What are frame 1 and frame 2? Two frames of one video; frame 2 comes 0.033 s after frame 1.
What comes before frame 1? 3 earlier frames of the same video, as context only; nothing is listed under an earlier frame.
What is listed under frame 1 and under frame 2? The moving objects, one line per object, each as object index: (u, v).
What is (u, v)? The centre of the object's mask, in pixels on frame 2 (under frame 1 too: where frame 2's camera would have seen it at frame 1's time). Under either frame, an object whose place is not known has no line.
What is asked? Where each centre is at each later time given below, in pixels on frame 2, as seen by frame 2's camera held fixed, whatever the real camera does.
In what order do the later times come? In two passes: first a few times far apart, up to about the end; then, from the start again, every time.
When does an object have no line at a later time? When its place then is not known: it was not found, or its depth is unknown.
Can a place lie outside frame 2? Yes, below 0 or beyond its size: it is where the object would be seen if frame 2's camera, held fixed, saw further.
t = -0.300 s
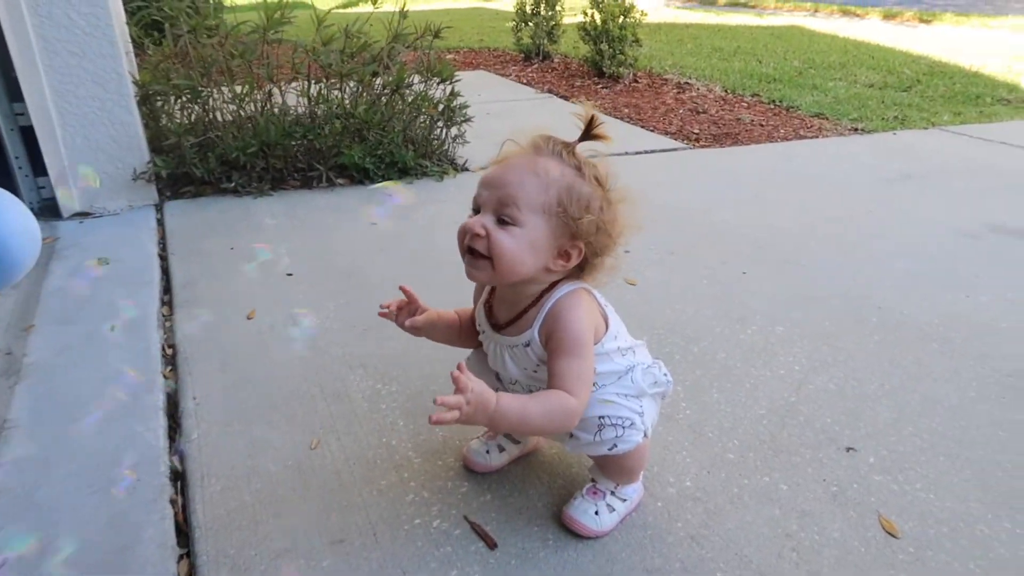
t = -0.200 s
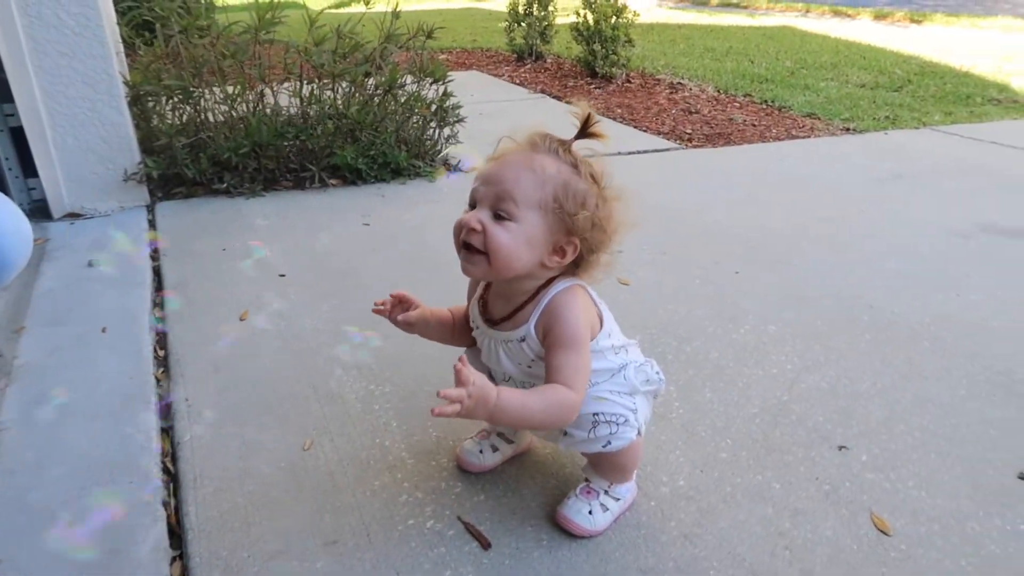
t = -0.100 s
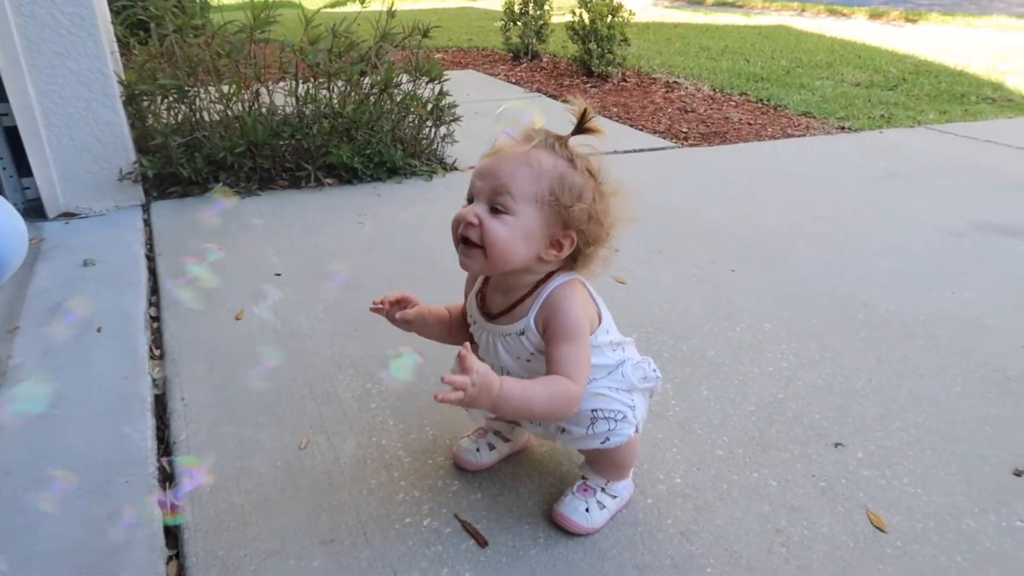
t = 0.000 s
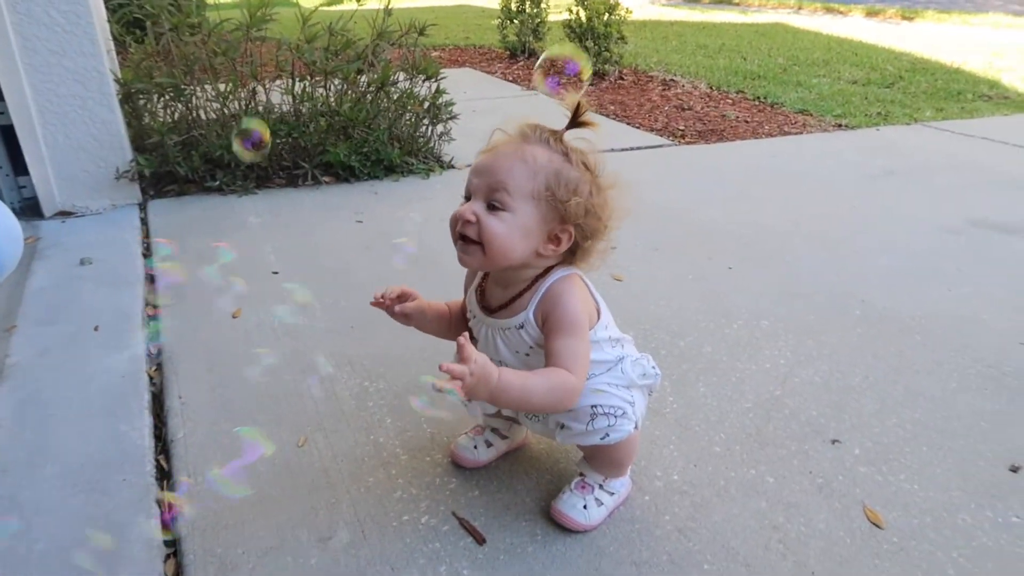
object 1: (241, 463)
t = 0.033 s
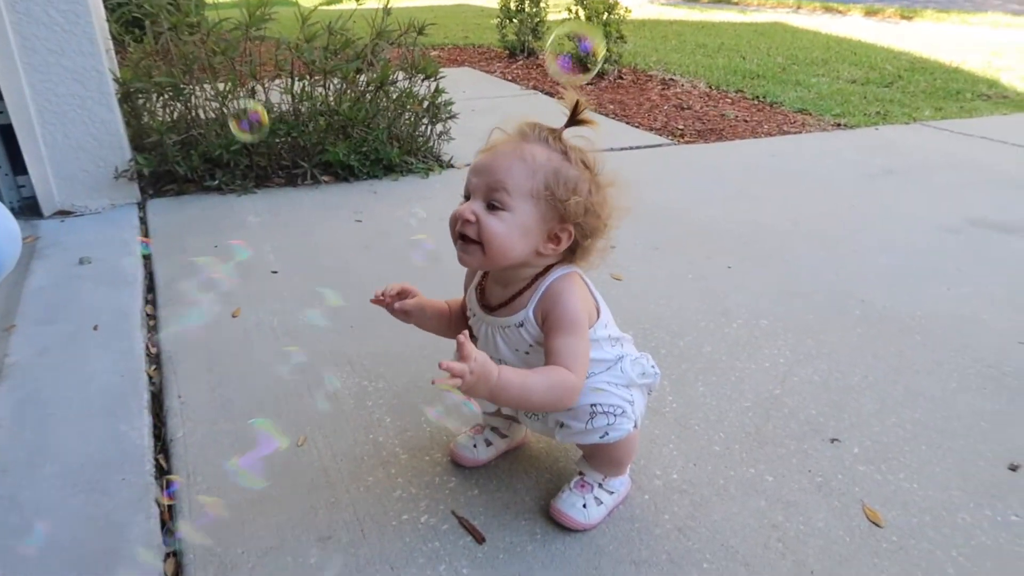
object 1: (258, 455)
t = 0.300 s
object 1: (414, 471)
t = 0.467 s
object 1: (520, 521)
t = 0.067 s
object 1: (274, 448)
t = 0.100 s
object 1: (291, 445)
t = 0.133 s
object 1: (313, 446)
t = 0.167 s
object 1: (328, 446)
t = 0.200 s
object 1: (347, 450)
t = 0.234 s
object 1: (366, 455)
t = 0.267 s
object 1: (389, 462)
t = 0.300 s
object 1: (414, 471)
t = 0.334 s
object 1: (436, 479)
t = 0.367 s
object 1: (463, 491)
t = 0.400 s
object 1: (485, 501)
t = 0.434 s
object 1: (506, 511)
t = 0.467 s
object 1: (520, 521)
